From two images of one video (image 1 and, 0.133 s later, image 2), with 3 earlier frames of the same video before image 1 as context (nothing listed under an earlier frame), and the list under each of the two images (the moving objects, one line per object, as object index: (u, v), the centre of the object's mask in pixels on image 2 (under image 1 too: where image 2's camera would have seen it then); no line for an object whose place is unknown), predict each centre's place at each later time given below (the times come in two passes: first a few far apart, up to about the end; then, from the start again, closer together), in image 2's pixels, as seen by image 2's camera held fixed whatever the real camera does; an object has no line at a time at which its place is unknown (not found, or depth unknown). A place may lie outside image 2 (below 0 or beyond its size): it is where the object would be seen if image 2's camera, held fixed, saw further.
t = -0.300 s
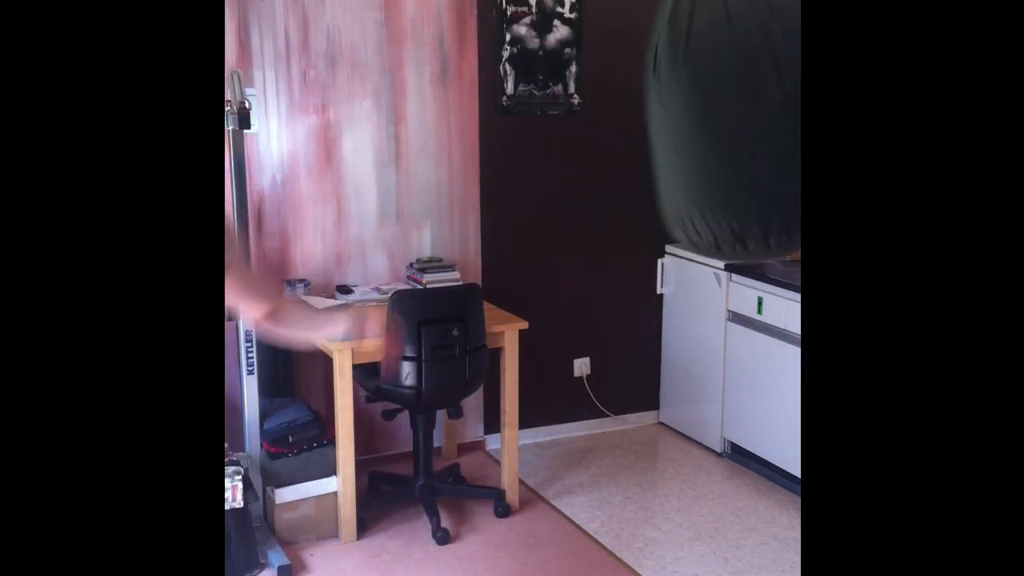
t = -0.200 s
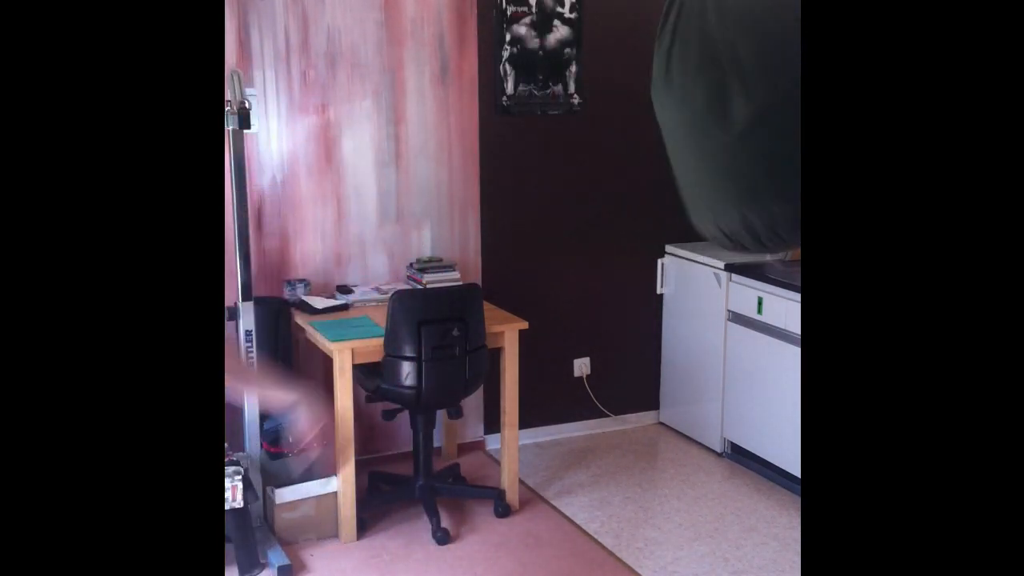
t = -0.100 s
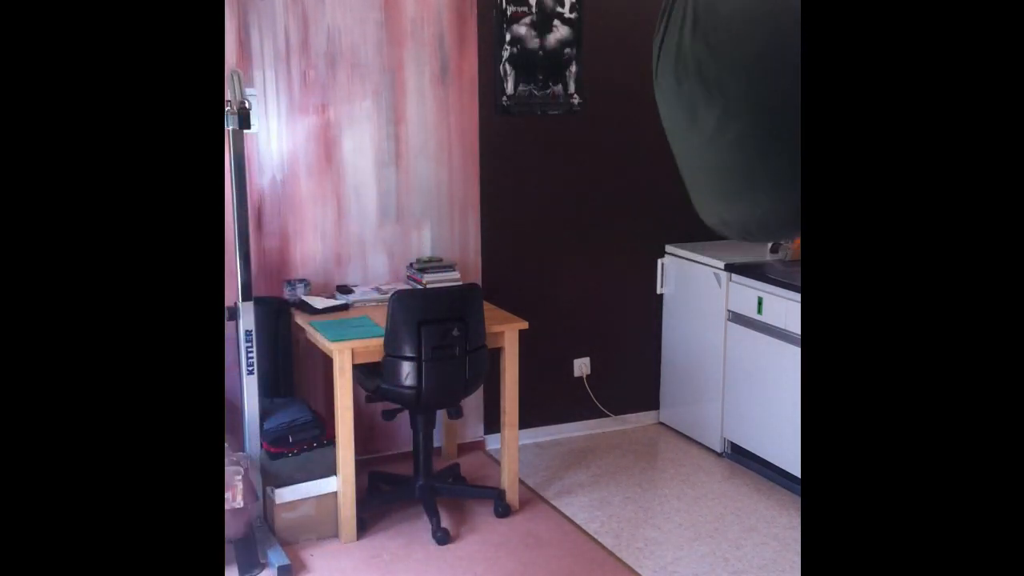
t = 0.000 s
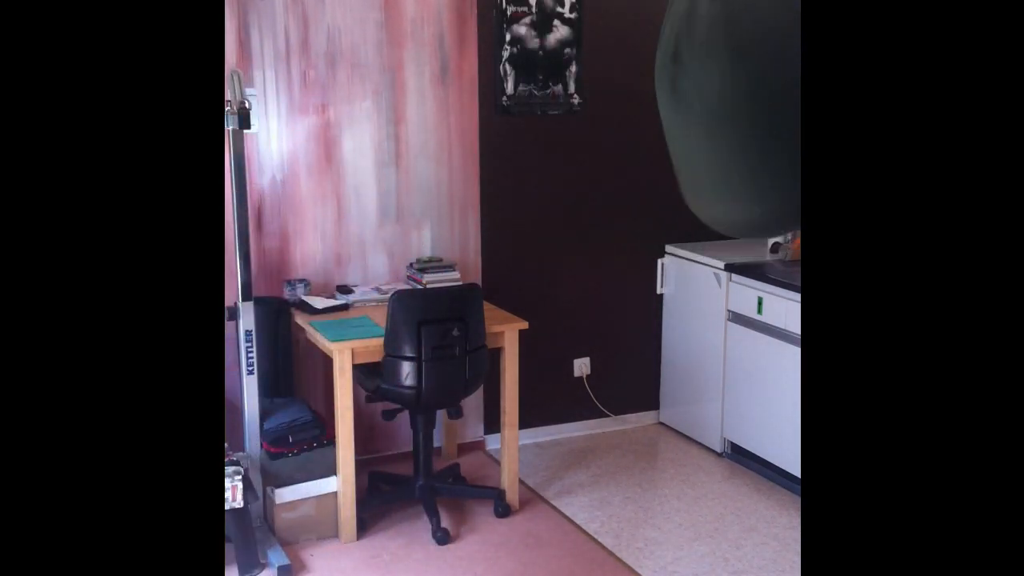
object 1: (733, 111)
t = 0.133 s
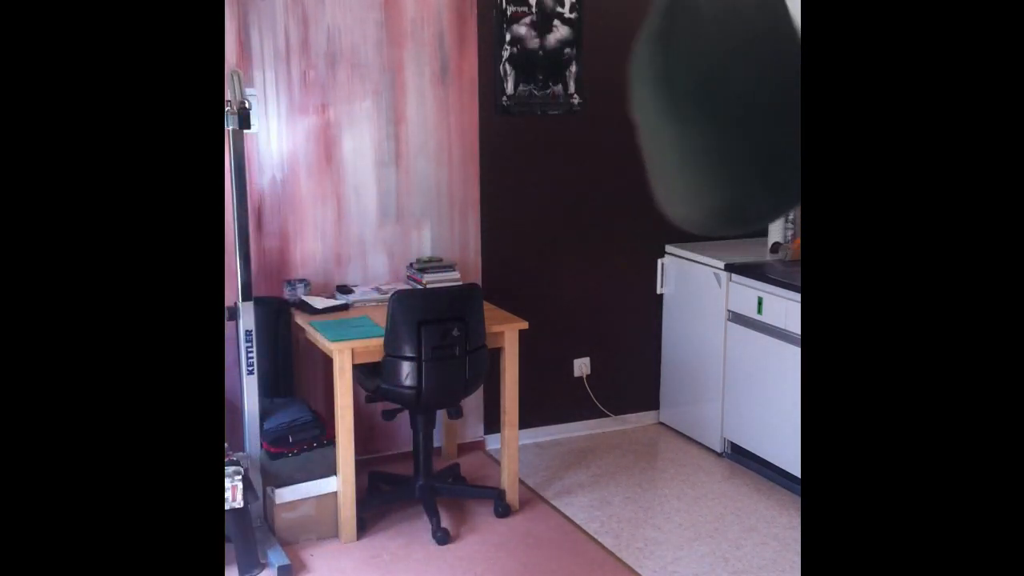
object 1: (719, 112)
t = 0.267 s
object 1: (676, 113)
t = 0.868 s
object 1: (506, 120)
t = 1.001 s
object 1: (514, 123)
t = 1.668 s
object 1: (727, 122)
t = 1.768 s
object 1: (732, 116)
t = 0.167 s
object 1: (712, 113)
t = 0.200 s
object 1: (701, 113)
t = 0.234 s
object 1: (690, 114)
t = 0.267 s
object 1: (676, 113)
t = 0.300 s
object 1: (664, 114)
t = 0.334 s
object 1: (651, 116)
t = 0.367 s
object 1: (638, 118)
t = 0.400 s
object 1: (626, 118)
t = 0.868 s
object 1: (506, 120)
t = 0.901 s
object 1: (505, 120)
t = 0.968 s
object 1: (510, 120)
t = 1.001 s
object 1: (514, 123)
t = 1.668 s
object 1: (727, 122)
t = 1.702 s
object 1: (730, 120)
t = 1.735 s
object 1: (732, 118)
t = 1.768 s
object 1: (732, 116)
